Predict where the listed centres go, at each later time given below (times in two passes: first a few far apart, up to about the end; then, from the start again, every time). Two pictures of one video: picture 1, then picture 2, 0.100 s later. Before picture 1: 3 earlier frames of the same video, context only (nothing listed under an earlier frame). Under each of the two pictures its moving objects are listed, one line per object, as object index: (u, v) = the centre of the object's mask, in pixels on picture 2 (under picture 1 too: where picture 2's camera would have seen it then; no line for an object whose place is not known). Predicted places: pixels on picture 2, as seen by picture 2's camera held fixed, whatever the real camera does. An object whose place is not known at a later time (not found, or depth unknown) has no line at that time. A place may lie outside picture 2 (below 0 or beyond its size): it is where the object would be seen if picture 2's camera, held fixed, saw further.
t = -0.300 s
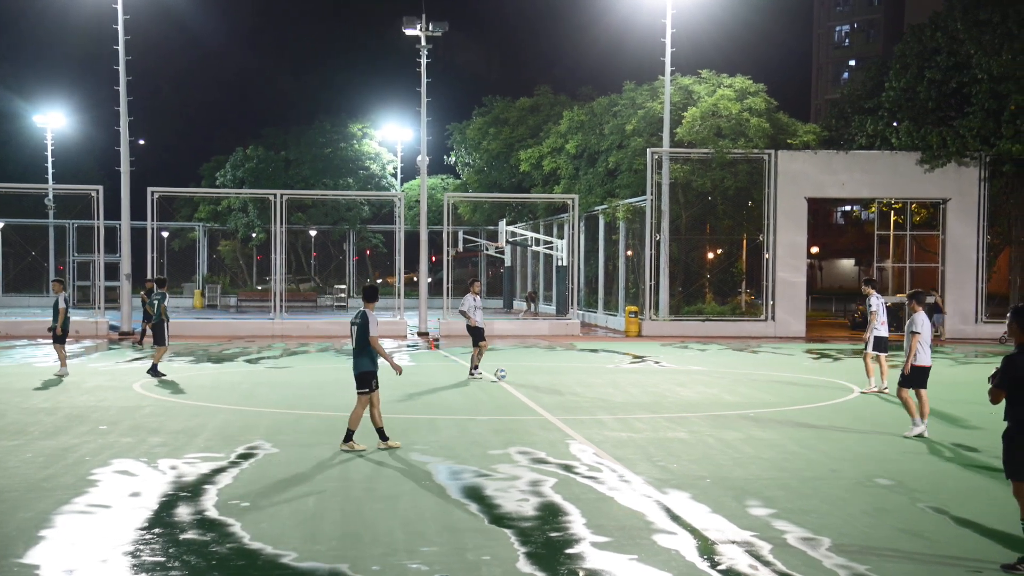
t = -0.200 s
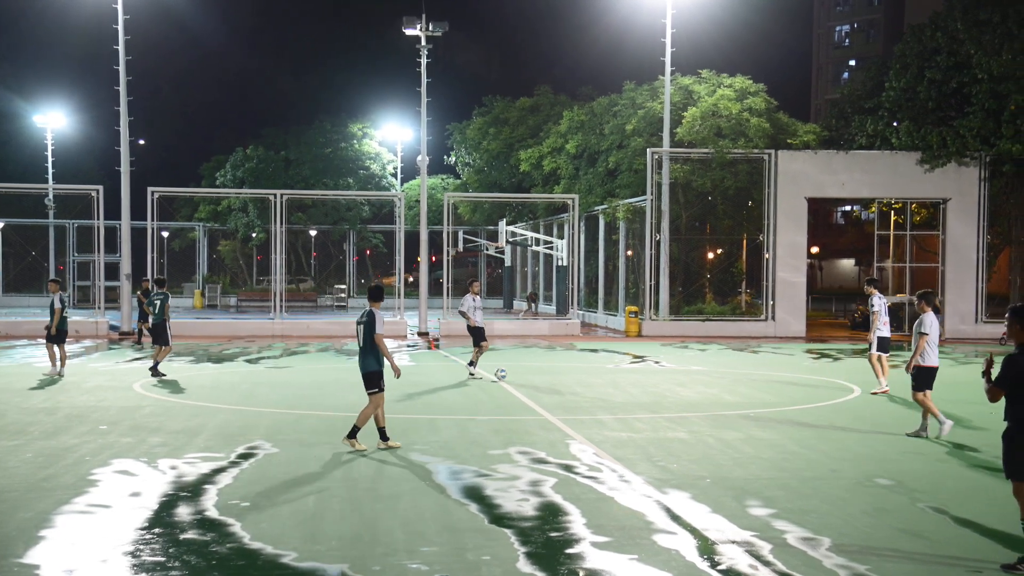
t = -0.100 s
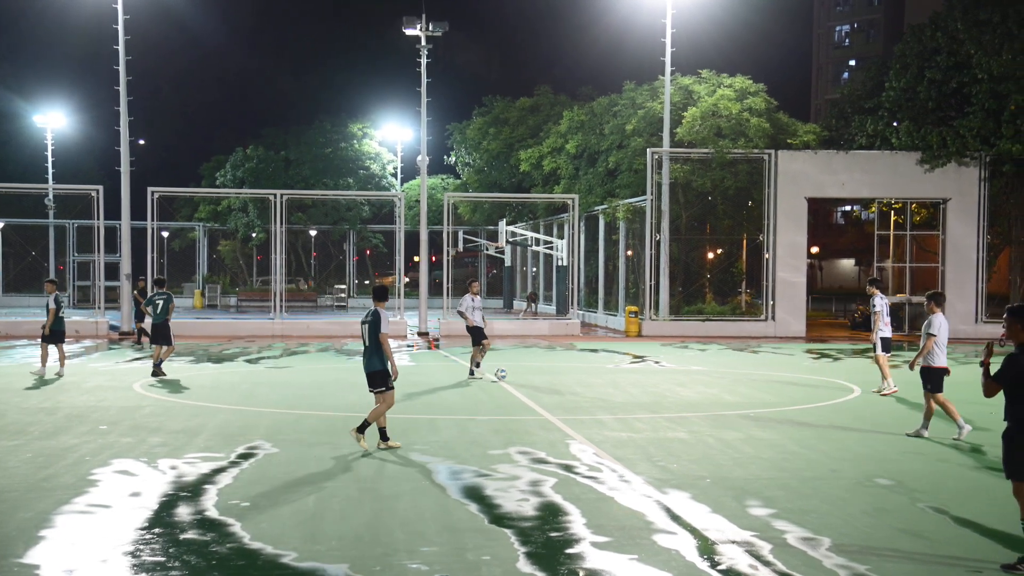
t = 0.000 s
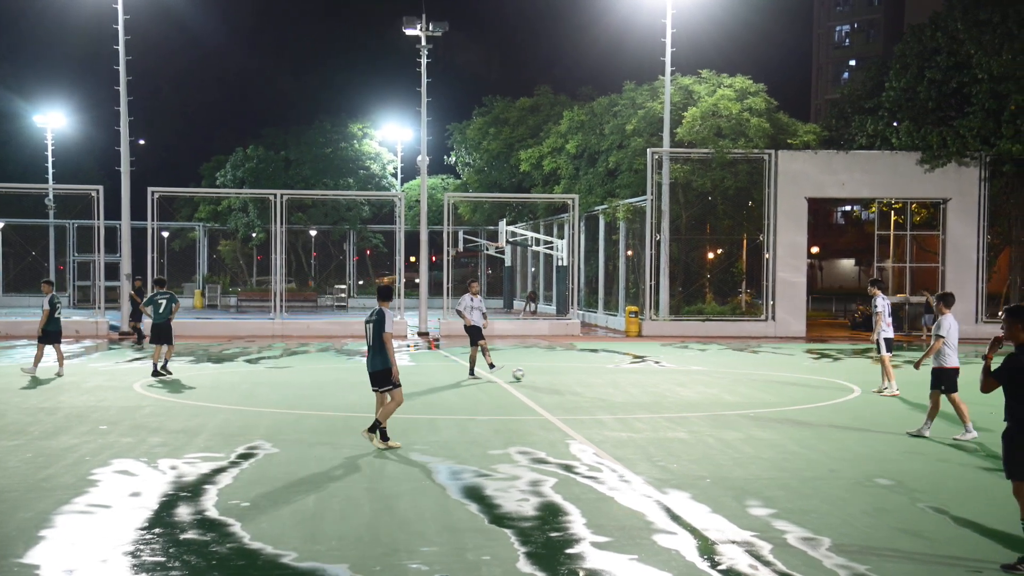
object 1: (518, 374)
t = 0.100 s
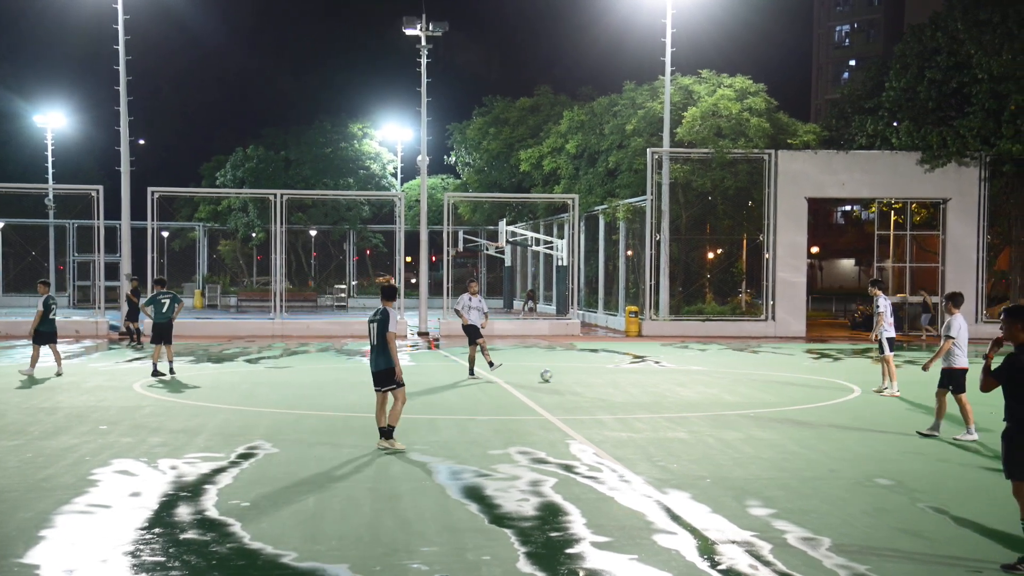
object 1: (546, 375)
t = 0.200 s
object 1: (569, 376)
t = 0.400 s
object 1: (615, 377)
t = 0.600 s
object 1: (660, 378)
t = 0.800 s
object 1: (705, 380)
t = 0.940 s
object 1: (737, 381)
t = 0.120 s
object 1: (551, 375)
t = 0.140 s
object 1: (556, 375)
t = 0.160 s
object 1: (561, 375)
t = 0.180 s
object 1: (565, 375)
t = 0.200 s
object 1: (569, 376)
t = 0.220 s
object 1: (574, 376)
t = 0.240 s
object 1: (578, 376)
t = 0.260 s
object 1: (583, 376)
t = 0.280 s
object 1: (588, 376)
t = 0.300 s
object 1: (592, 376)
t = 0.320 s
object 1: (597, 377)
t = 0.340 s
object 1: (601, 376)
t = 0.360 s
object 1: (605, 377)
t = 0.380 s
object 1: (610, 377)
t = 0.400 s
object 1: (615, 377)
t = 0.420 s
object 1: (619, 377)
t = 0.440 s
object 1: (624, 378)
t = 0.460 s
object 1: (628, 378)
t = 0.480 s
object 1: (633, 378)
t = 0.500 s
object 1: (637, 378)
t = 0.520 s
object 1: (642, 378)
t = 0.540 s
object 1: (646, 378)
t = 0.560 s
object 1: (651, 378)
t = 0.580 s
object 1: (655, 378)
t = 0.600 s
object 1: (660, 378)
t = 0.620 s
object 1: (664, 378)
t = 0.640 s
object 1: (669, 379)
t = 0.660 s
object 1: (673, 379)
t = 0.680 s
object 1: (678, 379)
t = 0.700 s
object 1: (683, 379)
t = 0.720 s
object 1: (687, 379)
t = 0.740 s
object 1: (692, 379)
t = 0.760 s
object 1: (696, 379)
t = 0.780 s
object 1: (701, 380)
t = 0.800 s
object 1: (705, 380)
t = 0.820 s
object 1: (710, 380)
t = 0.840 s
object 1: (714, 380)
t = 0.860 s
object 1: (719, 380)
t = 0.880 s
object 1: (724, 380)
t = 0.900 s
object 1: (728, 381)
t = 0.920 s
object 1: (733, 381)
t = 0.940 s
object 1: (737, 381)
